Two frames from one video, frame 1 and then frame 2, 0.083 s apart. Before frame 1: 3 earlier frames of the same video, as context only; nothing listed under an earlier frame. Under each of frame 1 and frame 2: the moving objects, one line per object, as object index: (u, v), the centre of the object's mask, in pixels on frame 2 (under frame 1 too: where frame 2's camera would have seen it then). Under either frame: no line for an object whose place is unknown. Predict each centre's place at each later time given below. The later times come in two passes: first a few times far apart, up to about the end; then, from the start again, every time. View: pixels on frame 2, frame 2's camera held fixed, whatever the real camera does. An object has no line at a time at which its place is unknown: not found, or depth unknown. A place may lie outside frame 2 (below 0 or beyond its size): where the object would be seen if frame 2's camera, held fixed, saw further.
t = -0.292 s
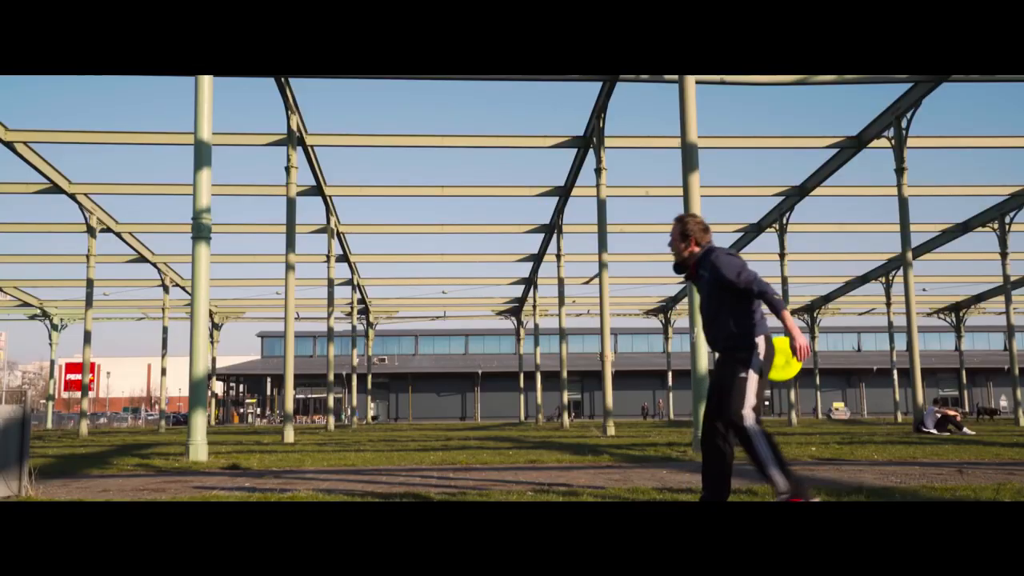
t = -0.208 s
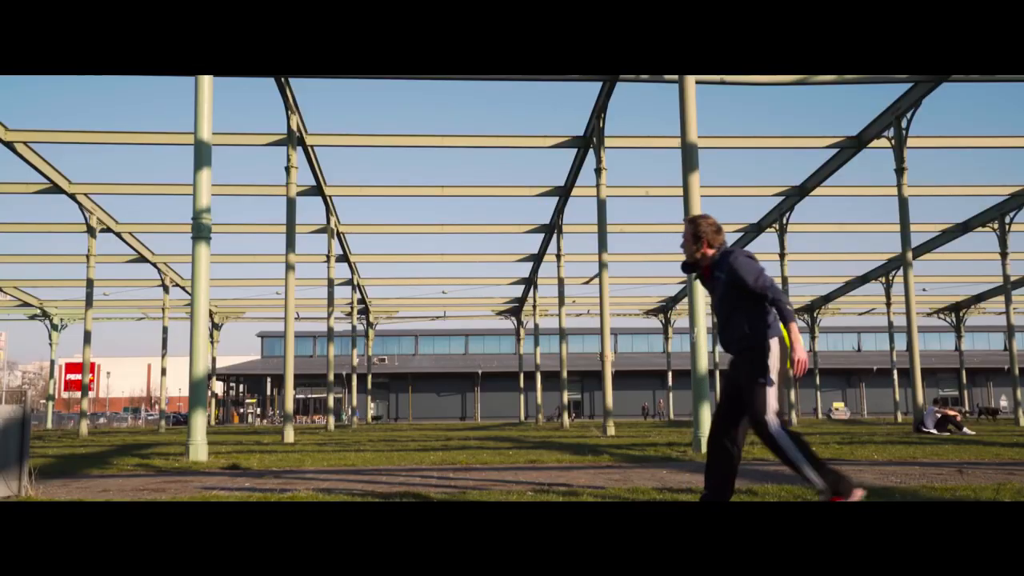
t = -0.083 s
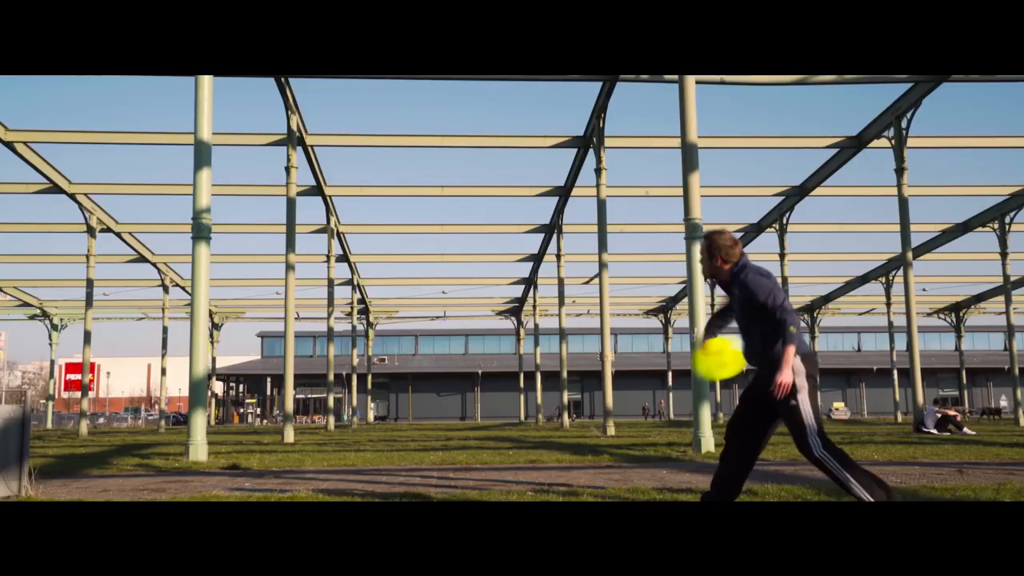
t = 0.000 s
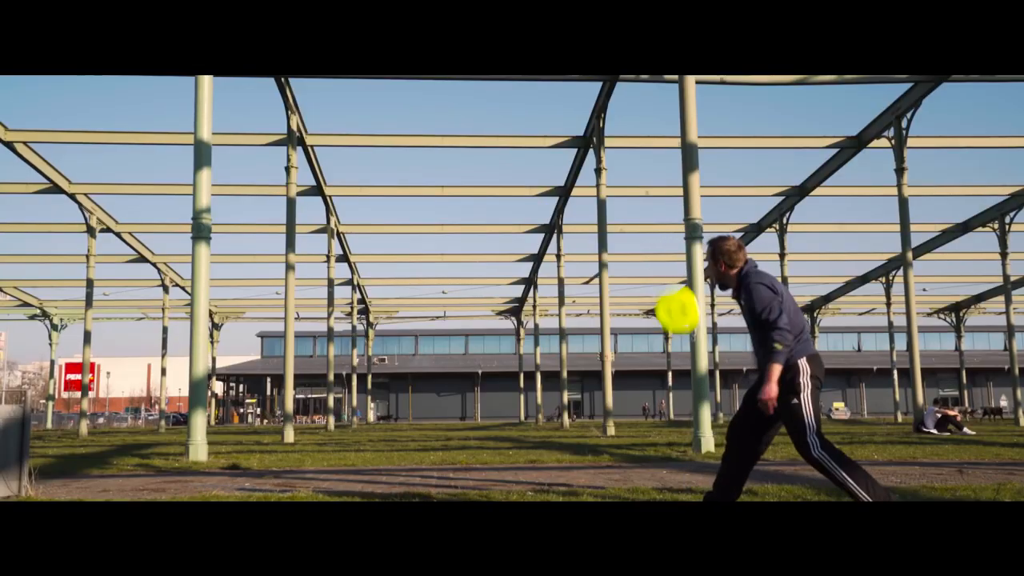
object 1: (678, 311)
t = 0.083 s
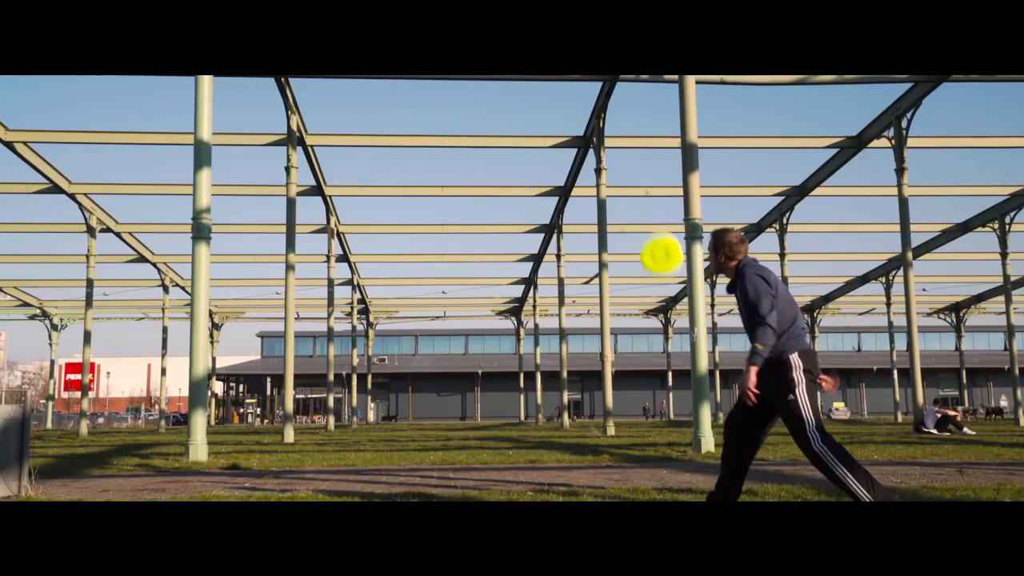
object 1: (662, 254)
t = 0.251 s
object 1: (634, 179)
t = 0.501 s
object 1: (599, 144)
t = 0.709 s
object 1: (575, 186)
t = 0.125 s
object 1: (654, 230)
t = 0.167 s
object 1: (648, 211)
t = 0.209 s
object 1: (640, 194)
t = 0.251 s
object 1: (634, 179)
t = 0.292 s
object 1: (627, 166)
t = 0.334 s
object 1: (621, 156)
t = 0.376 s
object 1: (615, 150)
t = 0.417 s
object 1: (609, 145)
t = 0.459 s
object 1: (604, 143)
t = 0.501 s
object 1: (599, 144)
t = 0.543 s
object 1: (594, 147)
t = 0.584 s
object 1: (589, 152)
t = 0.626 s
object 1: (585, 161)
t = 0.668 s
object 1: (580, 172)
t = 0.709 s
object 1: (575, 186)
